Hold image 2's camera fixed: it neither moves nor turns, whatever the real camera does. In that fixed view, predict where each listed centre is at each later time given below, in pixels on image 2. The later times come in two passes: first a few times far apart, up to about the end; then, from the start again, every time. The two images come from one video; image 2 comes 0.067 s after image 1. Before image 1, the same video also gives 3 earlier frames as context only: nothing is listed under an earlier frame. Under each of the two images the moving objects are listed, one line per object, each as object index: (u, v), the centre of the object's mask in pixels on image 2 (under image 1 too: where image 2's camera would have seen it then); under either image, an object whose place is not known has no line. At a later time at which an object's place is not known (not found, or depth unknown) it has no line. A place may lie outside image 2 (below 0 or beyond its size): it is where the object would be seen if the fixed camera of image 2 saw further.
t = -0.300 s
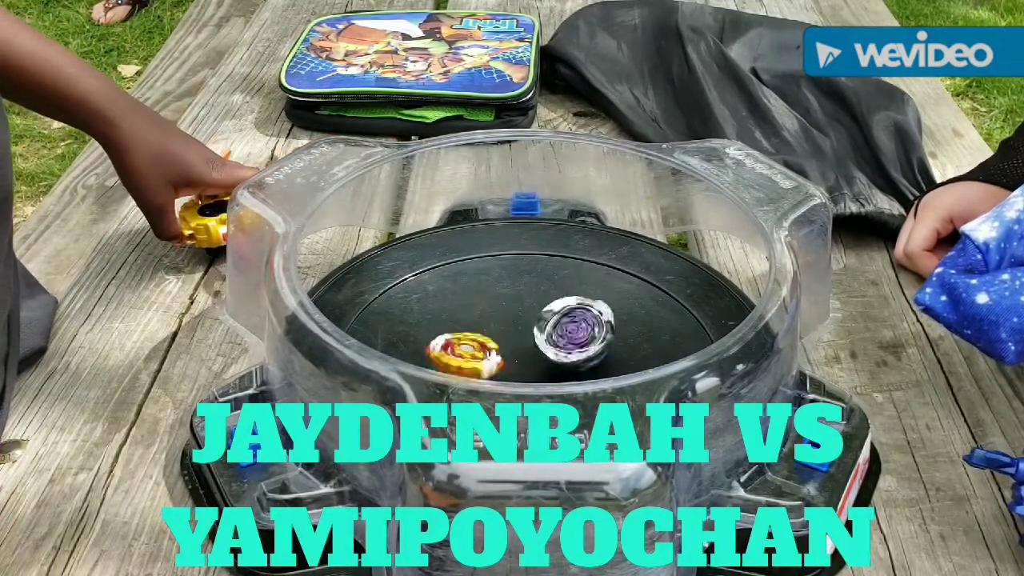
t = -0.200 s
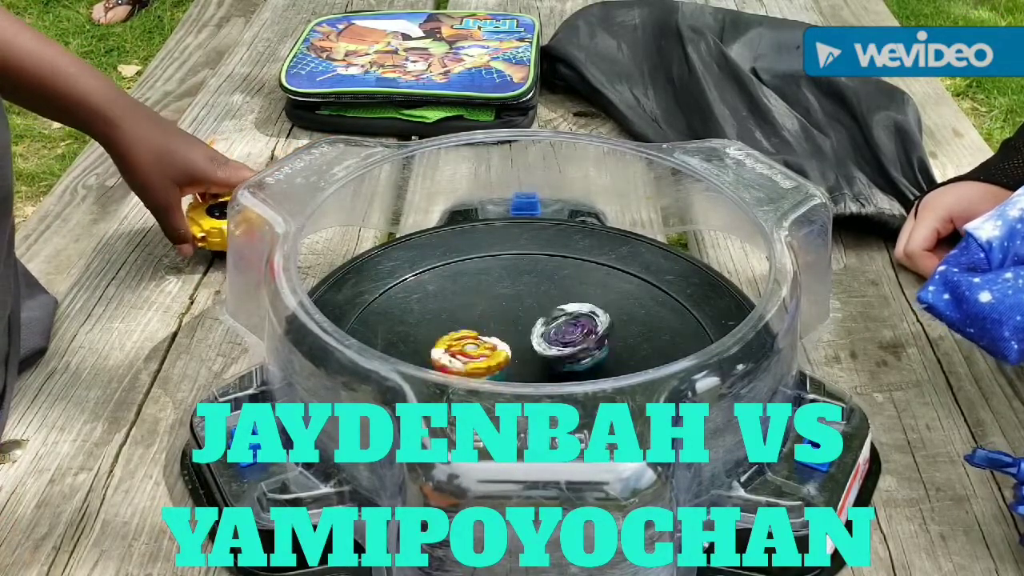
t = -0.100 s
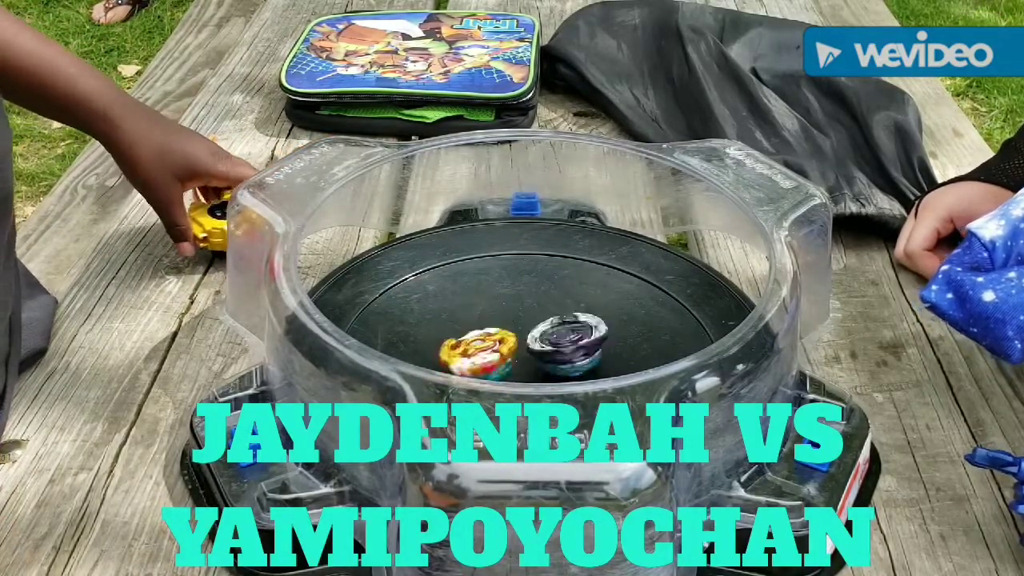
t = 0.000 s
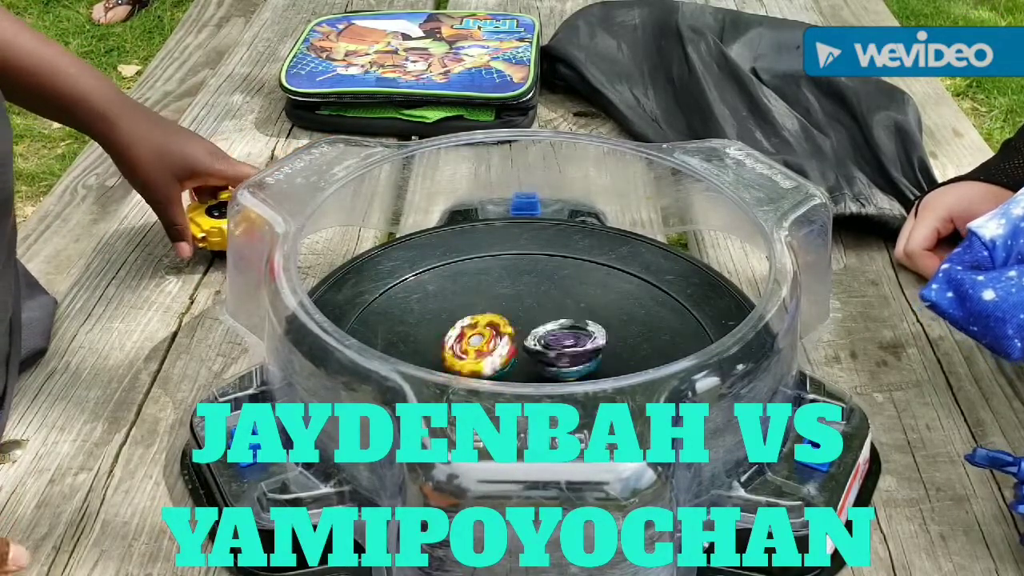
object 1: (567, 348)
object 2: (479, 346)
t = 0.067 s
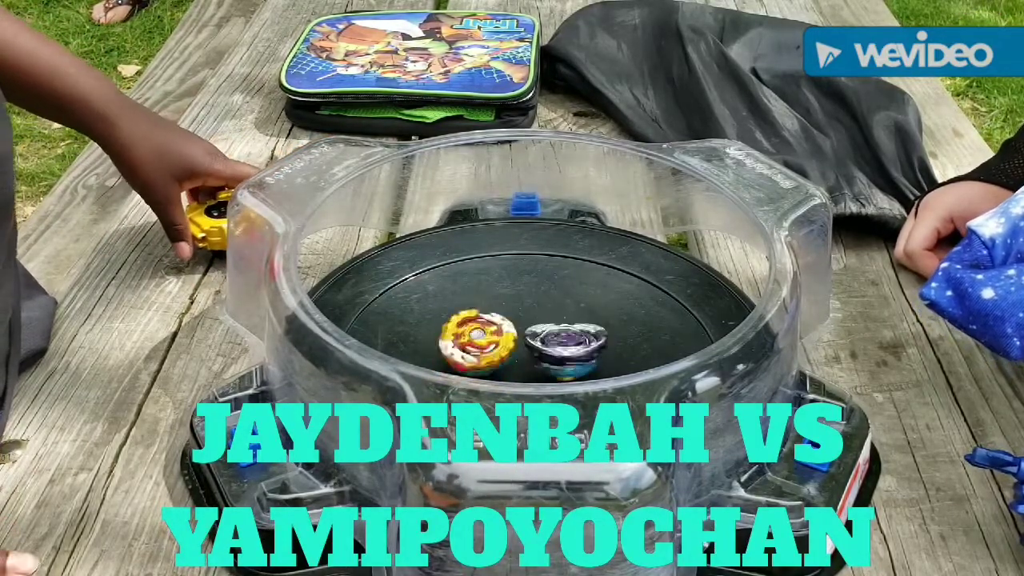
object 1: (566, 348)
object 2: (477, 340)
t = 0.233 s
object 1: (550, 341)
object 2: (472, 334)
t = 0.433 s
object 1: (552, 335)
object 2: (474, 334)
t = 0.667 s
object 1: (570, 342)
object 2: (487, 333)
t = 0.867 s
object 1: (568, 353)
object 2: (496, 327)
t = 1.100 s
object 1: (547, 352)
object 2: (482, 325)
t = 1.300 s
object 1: (548, 350)
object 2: (473, 332)
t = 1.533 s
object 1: (559, 356)
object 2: (482, 339)
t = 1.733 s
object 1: (566, 355)
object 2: (473, 343)
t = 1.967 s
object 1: (565, 350)
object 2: (485, 336)
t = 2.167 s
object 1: (559, 347)
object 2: (491, 326)
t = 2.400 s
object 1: (557, 352)
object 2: (483, 326)
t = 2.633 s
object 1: (556, 347)
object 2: (472, 341)
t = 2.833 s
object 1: (562, 354)
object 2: (481, 343)
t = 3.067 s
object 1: (567, 348)
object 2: (488, 346)
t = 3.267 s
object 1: (569, 351)
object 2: (487, 351)
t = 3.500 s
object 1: (572, 349)
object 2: (478, 348)
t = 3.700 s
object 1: (562, 347)
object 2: (481, 350)
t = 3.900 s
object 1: (559, 355)
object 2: (477, 347)
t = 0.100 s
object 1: (565, 346)
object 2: (476, 337)
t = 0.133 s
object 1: (559, 345)
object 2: (475, 336)
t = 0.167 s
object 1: (556, 345)
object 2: (472, 336)
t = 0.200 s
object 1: (556, 344)
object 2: (471, 335)
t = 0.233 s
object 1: (550, 341)
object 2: (472, 334)
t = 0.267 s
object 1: (550, 340)
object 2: (473, 334)
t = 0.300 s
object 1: (554, 340)
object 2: (468, 333)
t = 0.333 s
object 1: (550, 335)
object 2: (468, 333)
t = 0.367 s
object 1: (550, 334)
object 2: (471, 335)
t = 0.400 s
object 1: (552, 335)
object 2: (472, 336)
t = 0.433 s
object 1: (552, 335)
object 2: (474, 334)
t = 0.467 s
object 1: (556, 336)
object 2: (473, 335)
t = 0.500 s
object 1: (561, 338)
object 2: (471, 335)
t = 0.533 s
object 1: (564, 336)
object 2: (474, 335)
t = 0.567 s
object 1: (568, 336)
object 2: (480, 337)
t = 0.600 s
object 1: (571, 337)
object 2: (483, 335)
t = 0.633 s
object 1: (569, 340)
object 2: (486, 334)
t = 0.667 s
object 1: (570, 342)
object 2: (487, 333)
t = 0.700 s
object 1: (574, 343)
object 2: (490, 332)
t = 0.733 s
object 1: (574, 344)
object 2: (494, 330)
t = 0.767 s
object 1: (572, 347)
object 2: (494, 329)
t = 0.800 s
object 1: (574, 349)
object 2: (494, 328)
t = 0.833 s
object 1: (570, 350)
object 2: (497, 327)
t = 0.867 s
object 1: (568, 353)
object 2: (496, 327)
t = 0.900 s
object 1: (568, 354)
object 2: (493, 324)
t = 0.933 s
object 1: (564, 353)
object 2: (489, 326)
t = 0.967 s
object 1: (561, 355)
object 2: (486, 326)
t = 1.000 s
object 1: (558, 355)
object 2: (487, 326)
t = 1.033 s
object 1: (553, 353)
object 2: (485, 327)
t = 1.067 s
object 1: (549, 353)
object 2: (485, 326)
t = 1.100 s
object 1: (547, 352)
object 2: (482, 325)
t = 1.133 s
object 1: (548, 351)
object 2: (481, 325)
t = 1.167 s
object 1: (547, 349)
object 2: (473, 325)
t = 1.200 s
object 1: (546, 346)
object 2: (472, 326)
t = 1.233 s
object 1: (548, 350)
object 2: (470, 329)
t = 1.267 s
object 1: (547, 350)
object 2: (475, 331)
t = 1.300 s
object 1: (548, 350)
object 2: (473, 332)
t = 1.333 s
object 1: (553, 350)
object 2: (472, 331)
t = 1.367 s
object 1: (552, 352)
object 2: (471, 334)
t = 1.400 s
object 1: (555, 353)
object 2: (475, 335)
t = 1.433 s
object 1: (558, 353)
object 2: (479, 337)
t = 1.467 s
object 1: (562, 353)
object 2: (480, 336)
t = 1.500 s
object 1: (561, 353)
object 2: (482, 339)
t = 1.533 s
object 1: (559, 356)
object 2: (482, 339)
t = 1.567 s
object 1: (561, 356)
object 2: (477, 340)
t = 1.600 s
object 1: (560, 358)
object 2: (478, 339)
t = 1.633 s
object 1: (560, 356)
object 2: (478, 343)
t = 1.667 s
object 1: (560, 356)
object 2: (476, 342)
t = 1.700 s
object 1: (564, 357)
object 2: (473, 343)
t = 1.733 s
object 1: (566, 355)
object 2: (473, 343)
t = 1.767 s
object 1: (563, 354)
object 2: (471, 341)
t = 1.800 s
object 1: (556, 352)
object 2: (473, 340)
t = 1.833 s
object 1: (555, 350)
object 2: (473, 338)
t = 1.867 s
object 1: (553, 347)
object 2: (474, 337)
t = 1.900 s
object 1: (557, 349)
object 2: (475, 335)
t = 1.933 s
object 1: (560, 350)
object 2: (477, 337)
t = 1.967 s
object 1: (565, 350)
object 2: (485, 336)
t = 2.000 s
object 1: (569, 349)
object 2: (487, 336)
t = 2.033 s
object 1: (568, 349)
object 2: (492, 335)
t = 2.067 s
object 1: (563, 349)
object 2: (490, 333)
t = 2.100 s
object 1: (562, 348)
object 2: (487, 331)
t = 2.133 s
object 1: (561, 347)
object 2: (489, 327)
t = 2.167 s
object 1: (559, 347)
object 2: (491, 326)
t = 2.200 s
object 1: (558, 350)
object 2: (491, 323)
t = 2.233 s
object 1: (559, 351)
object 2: (486, 324)
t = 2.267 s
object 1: (561, 353)
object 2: (485, 326)
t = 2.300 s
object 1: (558, 352)
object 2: (485, 326)
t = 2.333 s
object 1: (559, 352)
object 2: (485, 327)
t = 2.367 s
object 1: (557, 352)
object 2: (485, 325)
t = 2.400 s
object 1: (557, 352)
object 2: (483, 326)
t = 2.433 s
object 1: (559, 351)
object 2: (487, 329)
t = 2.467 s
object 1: (560, 347)
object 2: (482, 327)
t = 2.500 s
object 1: (561, 343)
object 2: (477, 330)
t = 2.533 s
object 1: (558, 343)
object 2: (477, 334)
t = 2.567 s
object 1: (555, 341)
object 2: (474, 339)
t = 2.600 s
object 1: (555, 343)
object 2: (473, 342)
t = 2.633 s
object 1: (556, 347)
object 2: (472, 341)
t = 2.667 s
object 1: (555, 349)
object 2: (472, 342)
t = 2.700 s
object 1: (559, 351)
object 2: (476, 343)
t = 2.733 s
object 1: (564, 349)
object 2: (477, 340)
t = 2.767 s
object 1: (565, 352)
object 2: (476, 340)
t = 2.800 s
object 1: (563, 353)
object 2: (480, 342)
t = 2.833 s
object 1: (562, 354)
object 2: (481, 343)
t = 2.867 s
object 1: (562, 355)
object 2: (481, 343)
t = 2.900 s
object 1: (563, 354)
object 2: (480, 343)
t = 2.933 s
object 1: (564, 354)
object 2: (479, 343)
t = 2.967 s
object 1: (565, 352)
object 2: (480, 344)
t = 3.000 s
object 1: (564, 352)
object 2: (484, 344)
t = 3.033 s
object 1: (564, 350)
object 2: (486, 345)
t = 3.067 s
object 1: (567, 348)
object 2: (488, 346)
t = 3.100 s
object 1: (568, 349)
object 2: (487, 346)
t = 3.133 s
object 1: (567, 349)
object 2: (487, 347)
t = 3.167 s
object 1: (565, 349)
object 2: (488, 348)
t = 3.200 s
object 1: (565, 350)
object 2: (489, 350)
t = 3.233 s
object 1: (569, 350)
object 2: (488, 351)
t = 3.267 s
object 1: (569, 351)
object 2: (487, 351)
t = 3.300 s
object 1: (568, 351)
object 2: (487, 349)
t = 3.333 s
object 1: (569, 353)
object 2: (482, 349)
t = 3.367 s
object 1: (572, 353)
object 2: (477, 348)
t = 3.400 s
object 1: (573, 353)
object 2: (474, 347)
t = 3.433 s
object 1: (573, 353)
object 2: (475, 348)
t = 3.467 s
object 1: (573, 351)
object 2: (476, 348)
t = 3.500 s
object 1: (572, 349)
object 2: (478, 348)
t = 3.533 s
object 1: (572, 348)
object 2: (479, 348)
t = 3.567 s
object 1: (574, 347)
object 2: (480, 349)
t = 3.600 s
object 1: (572, 347)
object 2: (480, 349)
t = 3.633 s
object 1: (568, 348)
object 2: (481, 350)
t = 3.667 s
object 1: (564, 348)
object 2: (481, 350)
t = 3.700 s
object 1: (562, 347)
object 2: (481, 350)
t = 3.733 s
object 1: (562, 347)
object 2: (482, 350)
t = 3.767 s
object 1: (562, 349)
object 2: (482, 350)
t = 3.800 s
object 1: (560, 352)
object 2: (480, 350)
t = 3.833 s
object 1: (560, 353)
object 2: (478, 349)
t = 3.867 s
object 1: (559, 355)
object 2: (478, 348)
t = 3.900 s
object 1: (559, 355)
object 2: (477, 347)
